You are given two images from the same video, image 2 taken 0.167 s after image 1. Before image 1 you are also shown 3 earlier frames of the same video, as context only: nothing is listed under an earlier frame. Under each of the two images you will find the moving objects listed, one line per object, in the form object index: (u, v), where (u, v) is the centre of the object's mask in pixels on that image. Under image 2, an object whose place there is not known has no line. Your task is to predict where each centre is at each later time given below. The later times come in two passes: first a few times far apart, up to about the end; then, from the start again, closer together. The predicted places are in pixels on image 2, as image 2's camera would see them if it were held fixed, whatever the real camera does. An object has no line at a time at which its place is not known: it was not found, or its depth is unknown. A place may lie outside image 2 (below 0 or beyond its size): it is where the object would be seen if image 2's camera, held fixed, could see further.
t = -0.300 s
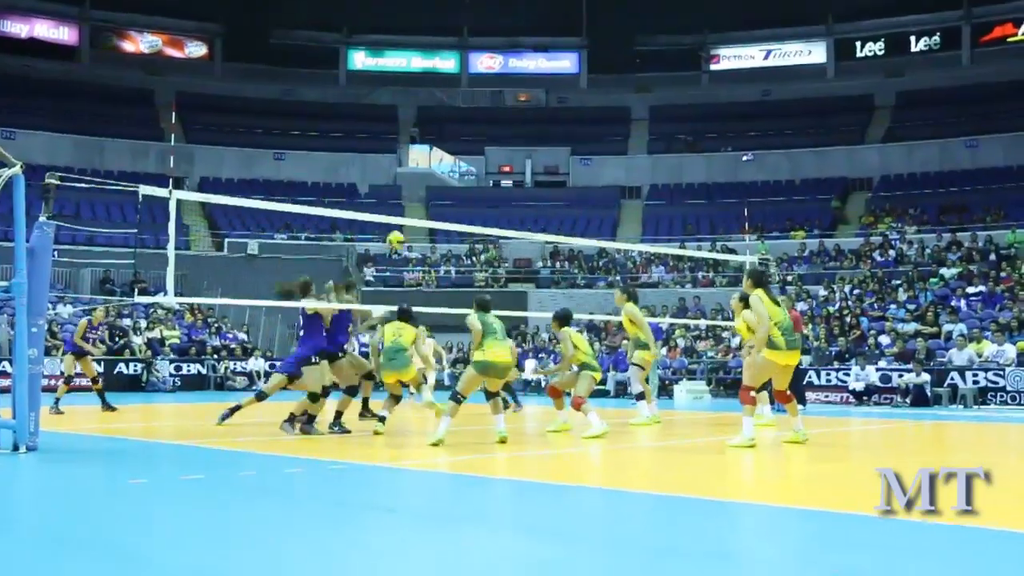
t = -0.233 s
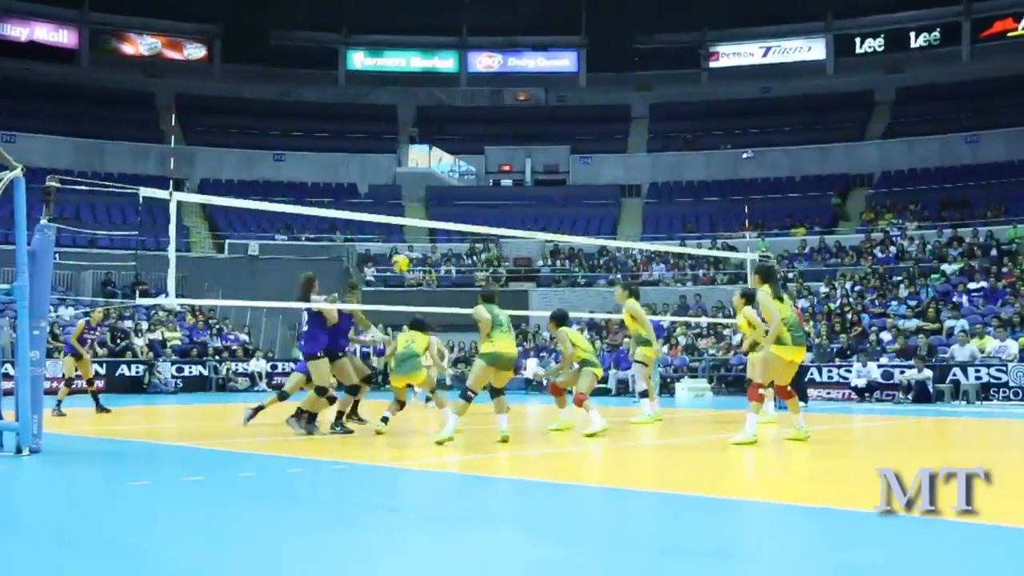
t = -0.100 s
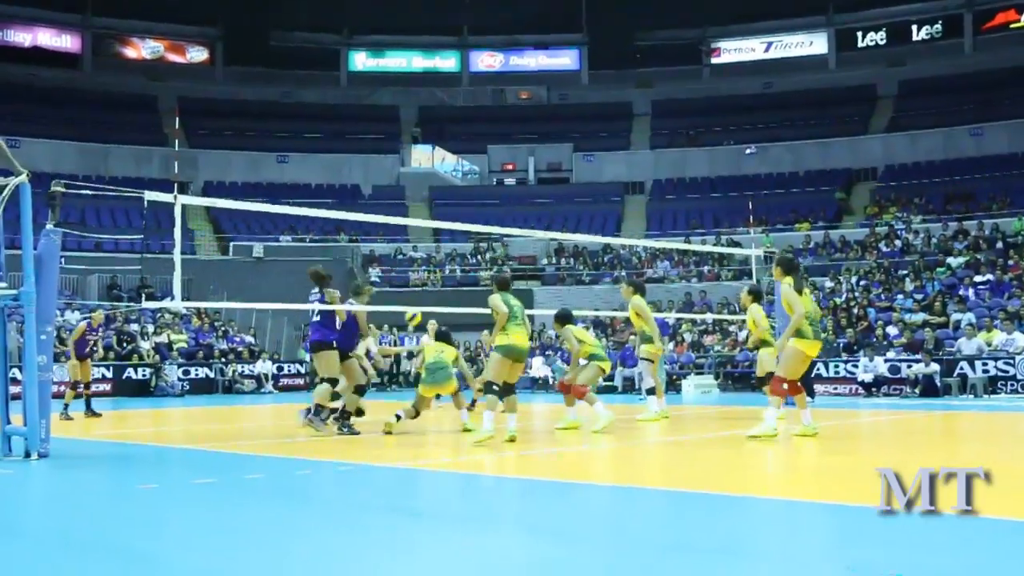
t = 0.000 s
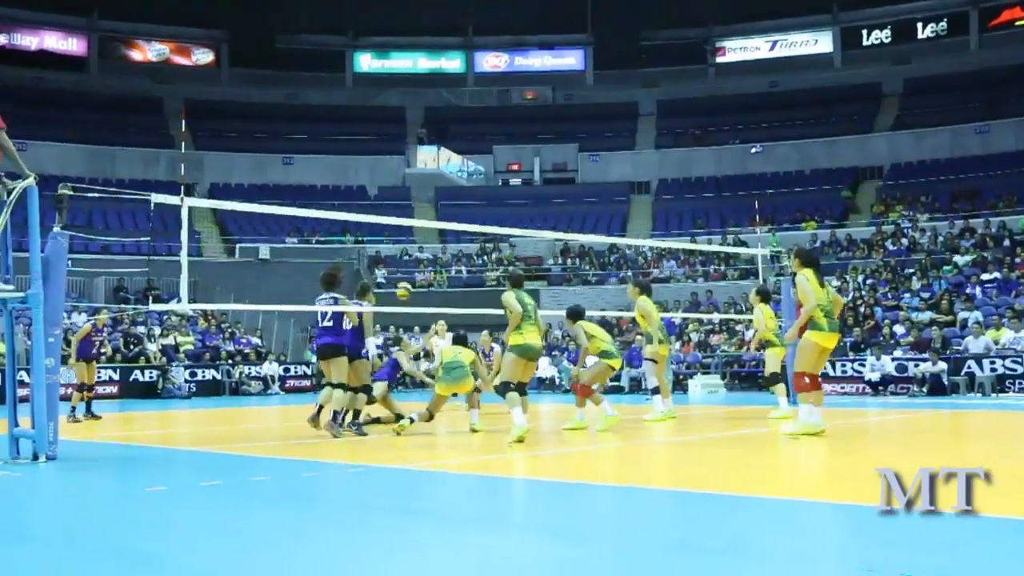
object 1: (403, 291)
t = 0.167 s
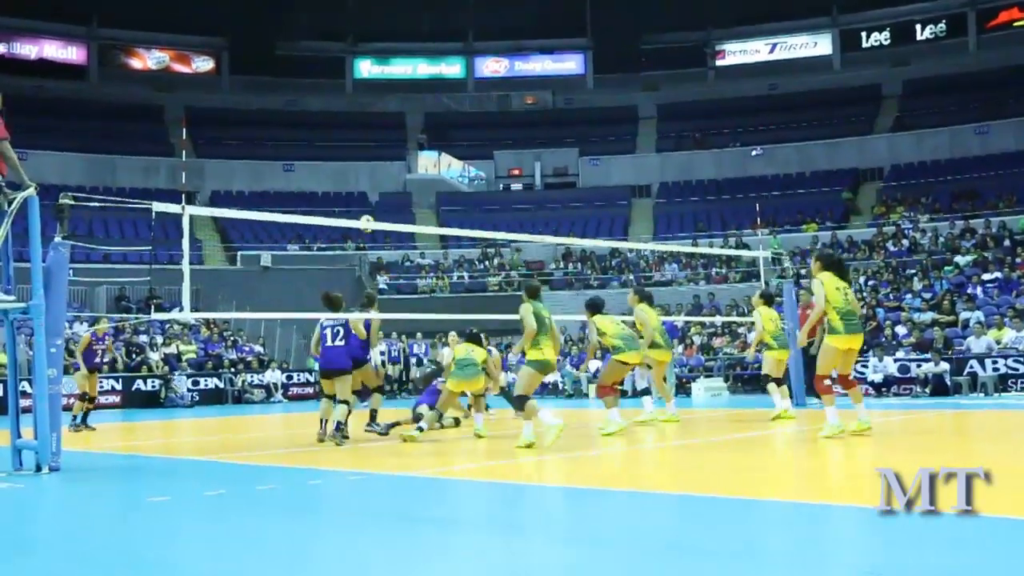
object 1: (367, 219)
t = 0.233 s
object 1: (354, 200)
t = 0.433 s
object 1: (313, 156)
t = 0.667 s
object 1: (265, 140)
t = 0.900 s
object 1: (214, 163)
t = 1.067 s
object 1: (188, 200)
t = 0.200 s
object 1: (361, 214)
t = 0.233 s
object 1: (354, 200)
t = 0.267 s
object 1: (345, 191)
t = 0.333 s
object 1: (333, 176)
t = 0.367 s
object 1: (327, 167)
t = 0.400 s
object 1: (319, 160)
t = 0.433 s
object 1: (313, 156)
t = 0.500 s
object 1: (299, 148)
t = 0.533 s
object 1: (292, 145)
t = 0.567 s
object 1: (286, 142)
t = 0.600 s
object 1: (280, 141)
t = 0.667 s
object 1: (265, 140)
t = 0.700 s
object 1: (258, 141)
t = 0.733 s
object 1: (250, 143)
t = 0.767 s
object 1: (242, 146)
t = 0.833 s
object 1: (228, 153)
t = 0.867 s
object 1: (221, 157)
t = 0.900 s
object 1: (214, 163)
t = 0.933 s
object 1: (207, 170)
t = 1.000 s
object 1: (192, 186)
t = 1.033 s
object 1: (188, 194)
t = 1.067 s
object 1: (188, 200)
